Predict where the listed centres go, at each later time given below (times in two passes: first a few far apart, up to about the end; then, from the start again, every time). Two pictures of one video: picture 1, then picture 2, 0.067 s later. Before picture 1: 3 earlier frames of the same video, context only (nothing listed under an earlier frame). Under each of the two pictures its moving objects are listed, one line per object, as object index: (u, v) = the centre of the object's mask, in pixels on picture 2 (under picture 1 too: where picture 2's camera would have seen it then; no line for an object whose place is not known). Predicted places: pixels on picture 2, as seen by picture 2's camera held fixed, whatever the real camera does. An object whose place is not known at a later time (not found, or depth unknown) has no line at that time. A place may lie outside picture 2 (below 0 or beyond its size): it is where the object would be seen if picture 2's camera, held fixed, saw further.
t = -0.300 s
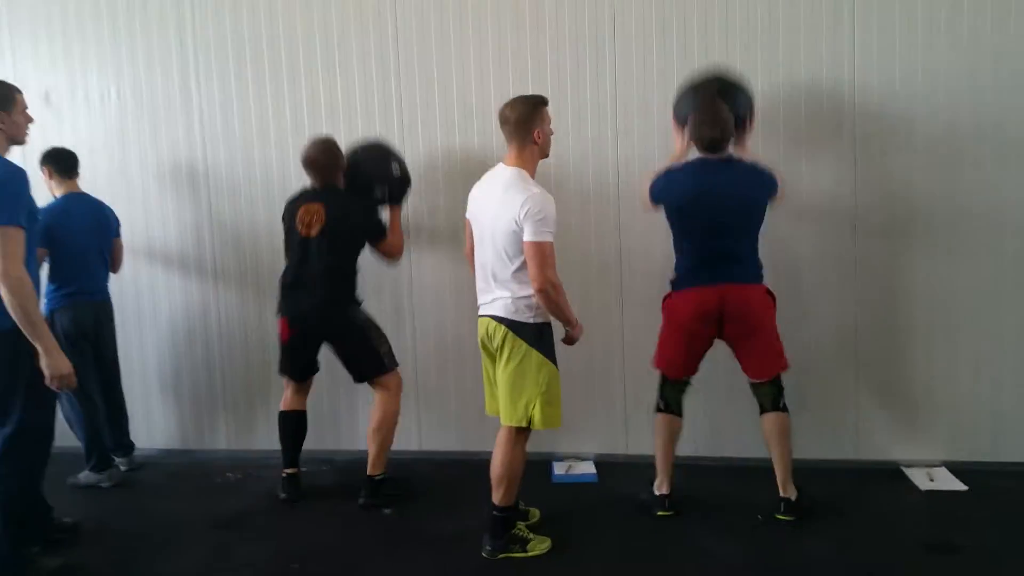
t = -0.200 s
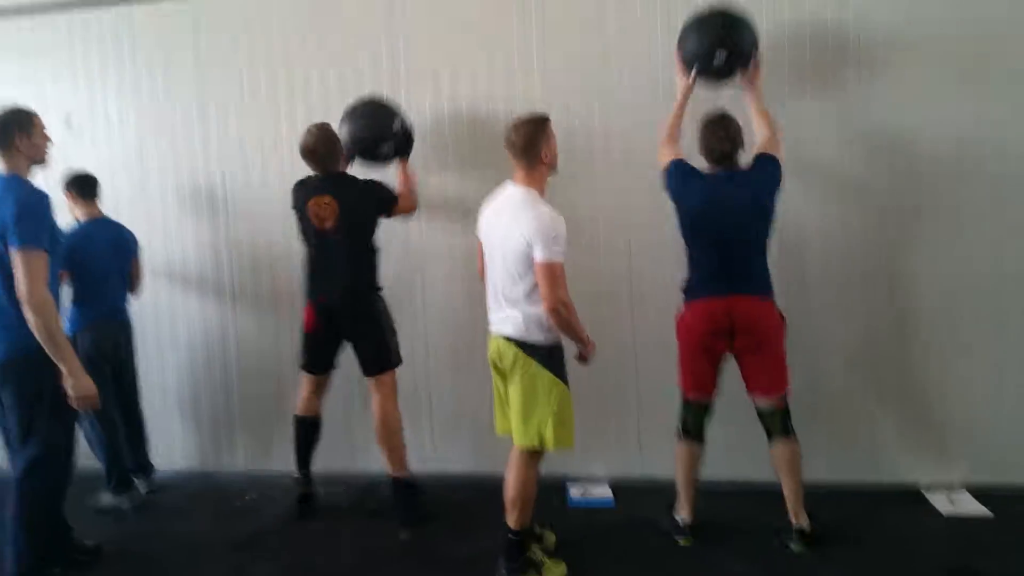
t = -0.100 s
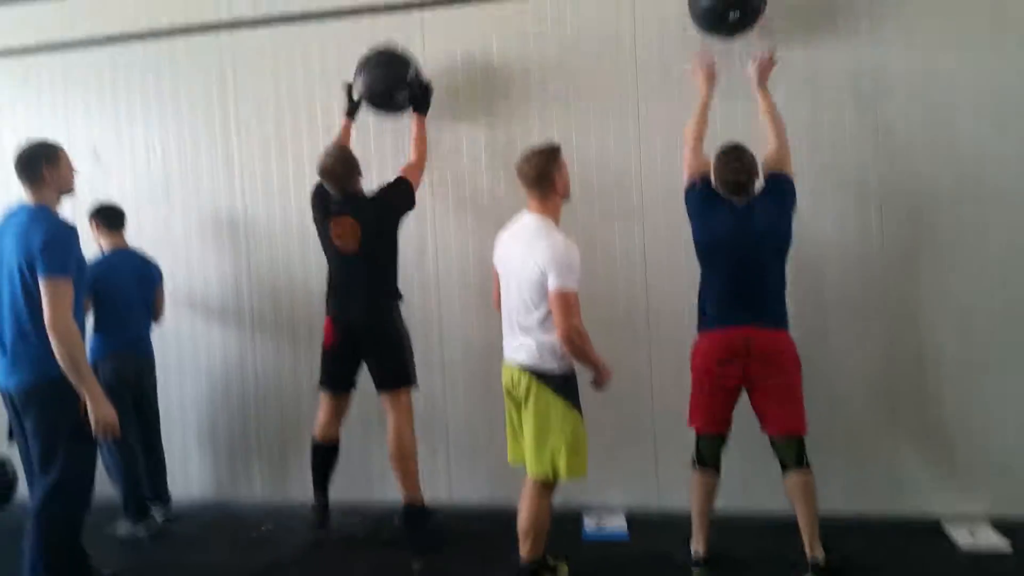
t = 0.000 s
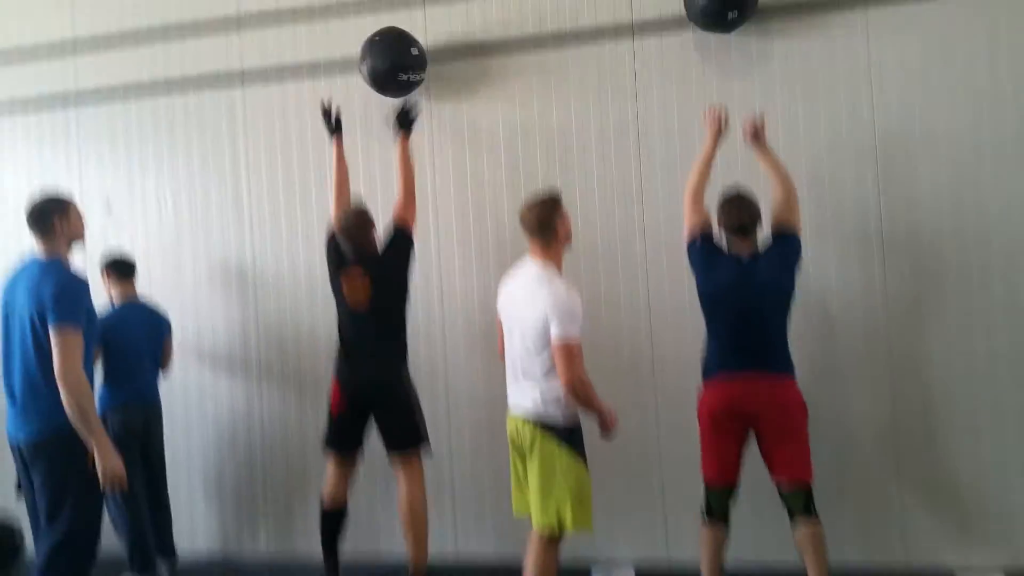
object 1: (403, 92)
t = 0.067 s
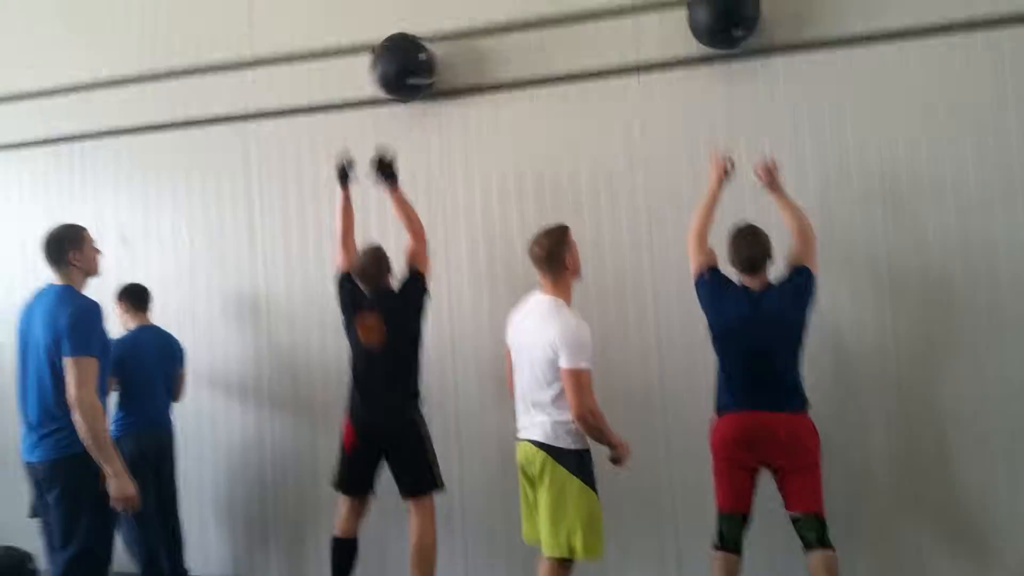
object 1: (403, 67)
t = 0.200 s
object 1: (403, 30)
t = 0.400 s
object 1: (395, 33)
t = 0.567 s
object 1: (390, 97)
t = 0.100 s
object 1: (402, 57)
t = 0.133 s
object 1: (404, 45)
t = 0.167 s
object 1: (403, 36)
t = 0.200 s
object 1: (403, 30)
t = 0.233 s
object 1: (402, 25)
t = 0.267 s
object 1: (401, 23)
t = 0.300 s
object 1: (399, 22)
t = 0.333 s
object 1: (398, 23)
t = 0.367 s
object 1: (396, 27)
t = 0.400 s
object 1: (395, 33)
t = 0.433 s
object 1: (394, 41)
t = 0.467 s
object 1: (393, 51)
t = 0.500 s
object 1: (392, 63)
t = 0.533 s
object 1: (391, 80)
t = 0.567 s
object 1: (390, 97)
